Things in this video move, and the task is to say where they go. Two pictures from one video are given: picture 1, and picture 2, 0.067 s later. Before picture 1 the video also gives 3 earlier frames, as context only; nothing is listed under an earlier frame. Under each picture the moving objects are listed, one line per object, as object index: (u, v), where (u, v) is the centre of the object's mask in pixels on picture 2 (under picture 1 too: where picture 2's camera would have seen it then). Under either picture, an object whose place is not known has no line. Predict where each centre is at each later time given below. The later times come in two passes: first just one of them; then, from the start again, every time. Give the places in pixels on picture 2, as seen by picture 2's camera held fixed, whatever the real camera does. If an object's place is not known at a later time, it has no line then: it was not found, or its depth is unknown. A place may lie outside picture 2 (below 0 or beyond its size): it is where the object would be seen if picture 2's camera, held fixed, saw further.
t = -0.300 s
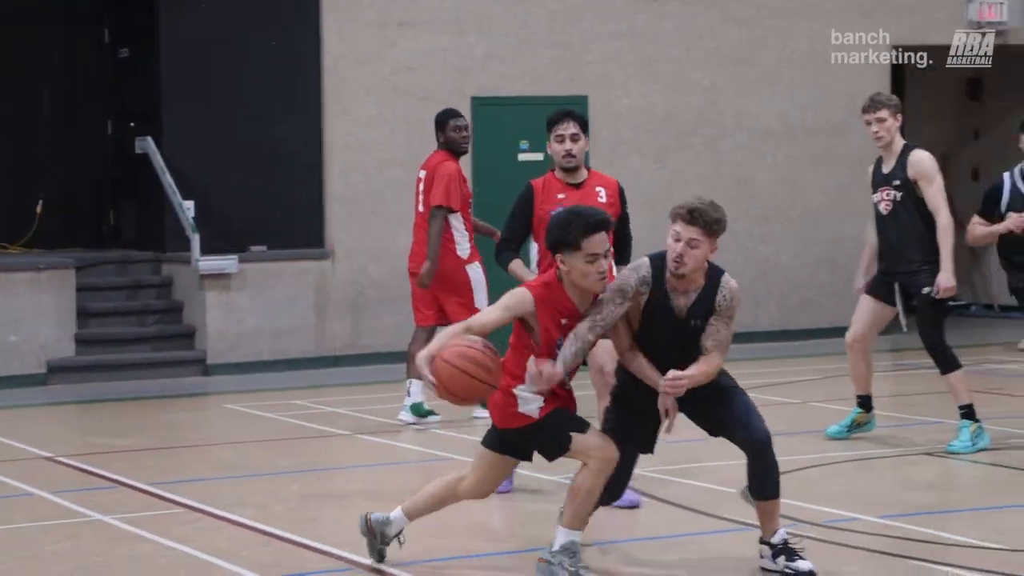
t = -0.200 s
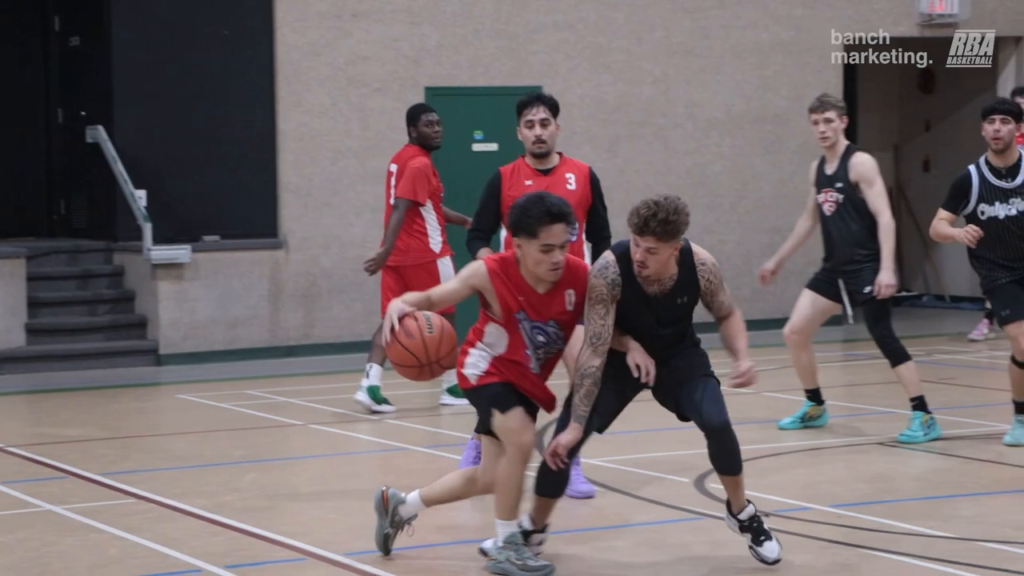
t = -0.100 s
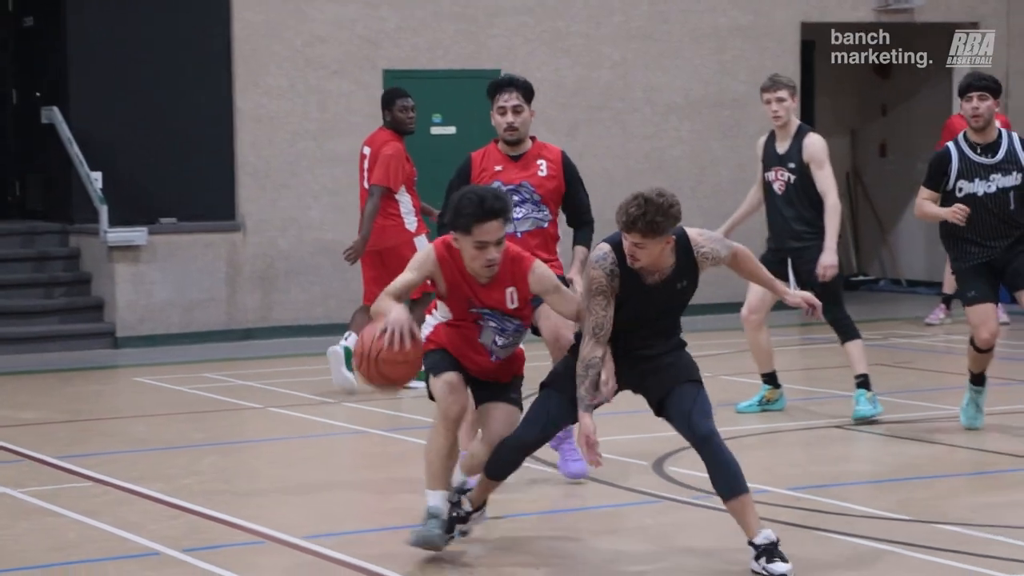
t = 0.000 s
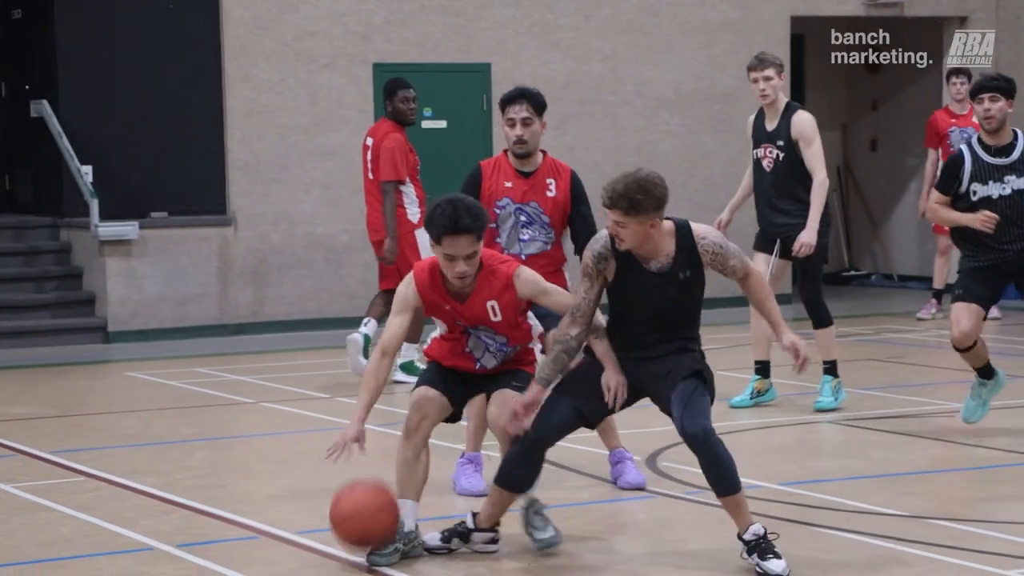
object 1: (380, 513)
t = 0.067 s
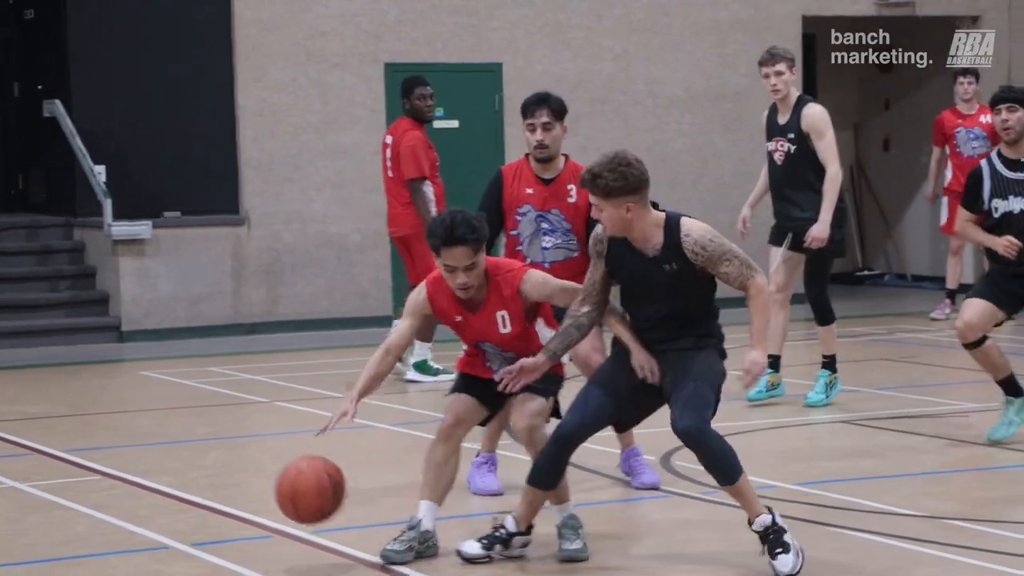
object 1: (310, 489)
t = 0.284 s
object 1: (52, 441)
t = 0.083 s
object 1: (291, 481)
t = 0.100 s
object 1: (271, 474)
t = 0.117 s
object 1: (251, 467)
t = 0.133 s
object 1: (232, 461)
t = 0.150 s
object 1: (212, 456)
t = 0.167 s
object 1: (193, 451)
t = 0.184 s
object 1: (173, 447)
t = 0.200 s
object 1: (152, 444)
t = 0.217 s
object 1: (133, 442)
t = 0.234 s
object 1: (113, 441)
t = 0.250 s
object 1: (93, 440)
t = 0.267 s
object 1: (73, 440)
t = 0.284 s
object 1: (52, 441)
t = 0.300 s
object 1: (33, 443)
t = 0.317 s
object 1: (12, 446)
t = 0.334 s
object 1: (-8, 450)
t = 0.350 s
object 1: (-29, 454)
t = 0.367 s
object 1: (-50, 460)
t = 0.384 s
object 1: (-71, 466)
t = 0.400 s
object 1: (-92, 473)
